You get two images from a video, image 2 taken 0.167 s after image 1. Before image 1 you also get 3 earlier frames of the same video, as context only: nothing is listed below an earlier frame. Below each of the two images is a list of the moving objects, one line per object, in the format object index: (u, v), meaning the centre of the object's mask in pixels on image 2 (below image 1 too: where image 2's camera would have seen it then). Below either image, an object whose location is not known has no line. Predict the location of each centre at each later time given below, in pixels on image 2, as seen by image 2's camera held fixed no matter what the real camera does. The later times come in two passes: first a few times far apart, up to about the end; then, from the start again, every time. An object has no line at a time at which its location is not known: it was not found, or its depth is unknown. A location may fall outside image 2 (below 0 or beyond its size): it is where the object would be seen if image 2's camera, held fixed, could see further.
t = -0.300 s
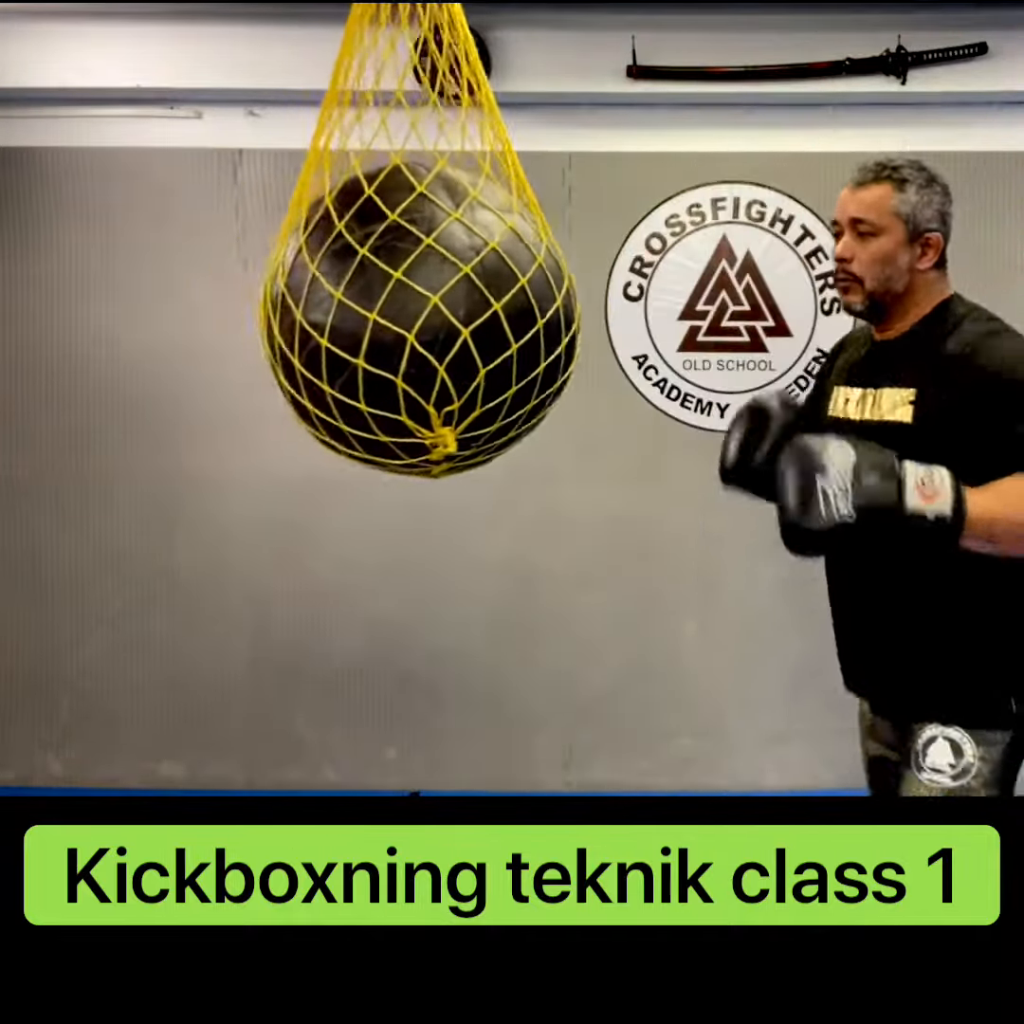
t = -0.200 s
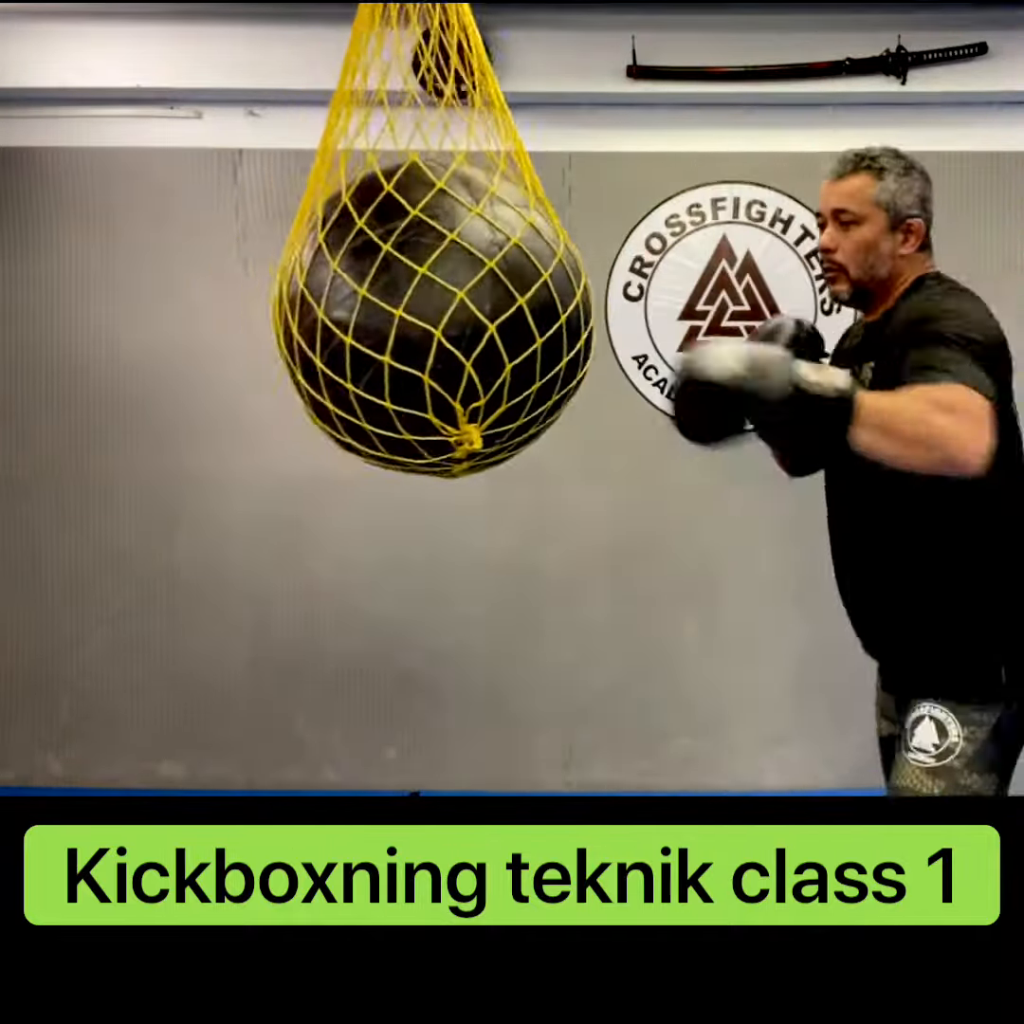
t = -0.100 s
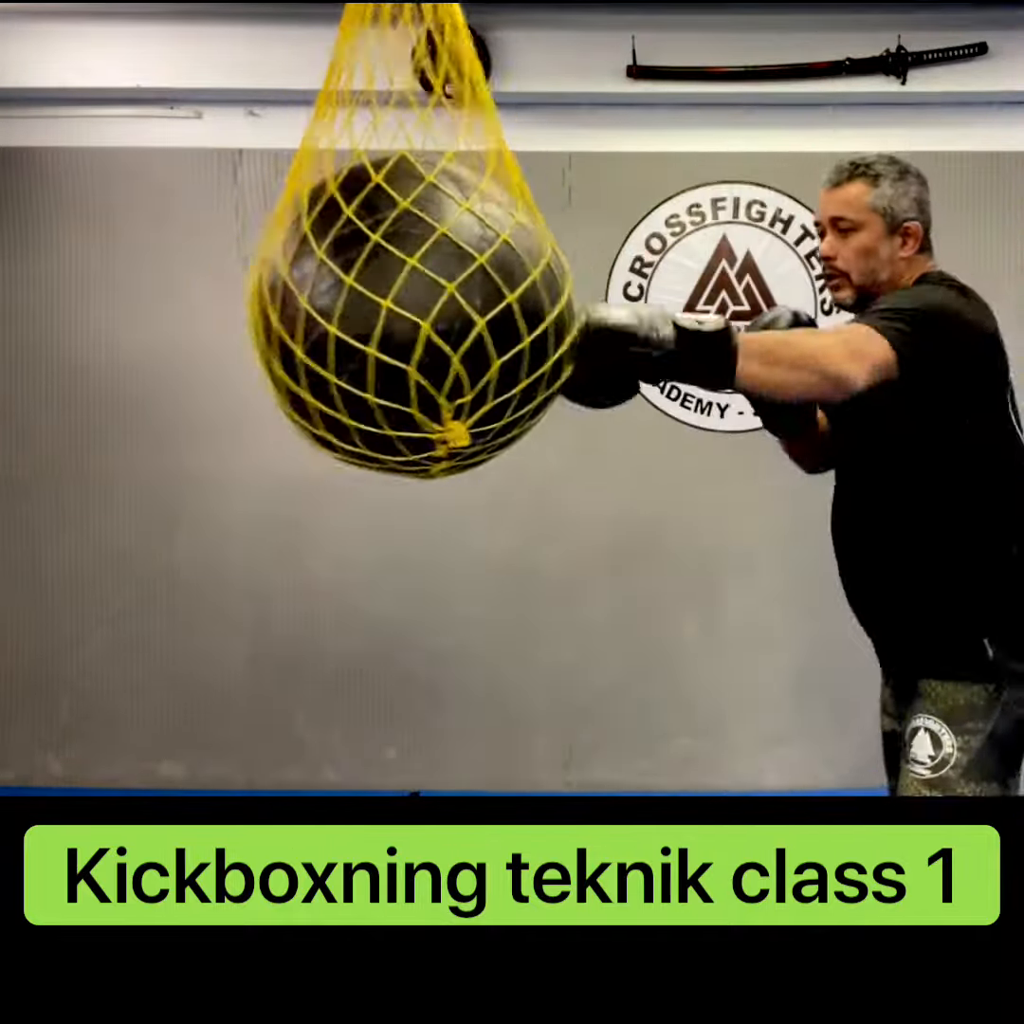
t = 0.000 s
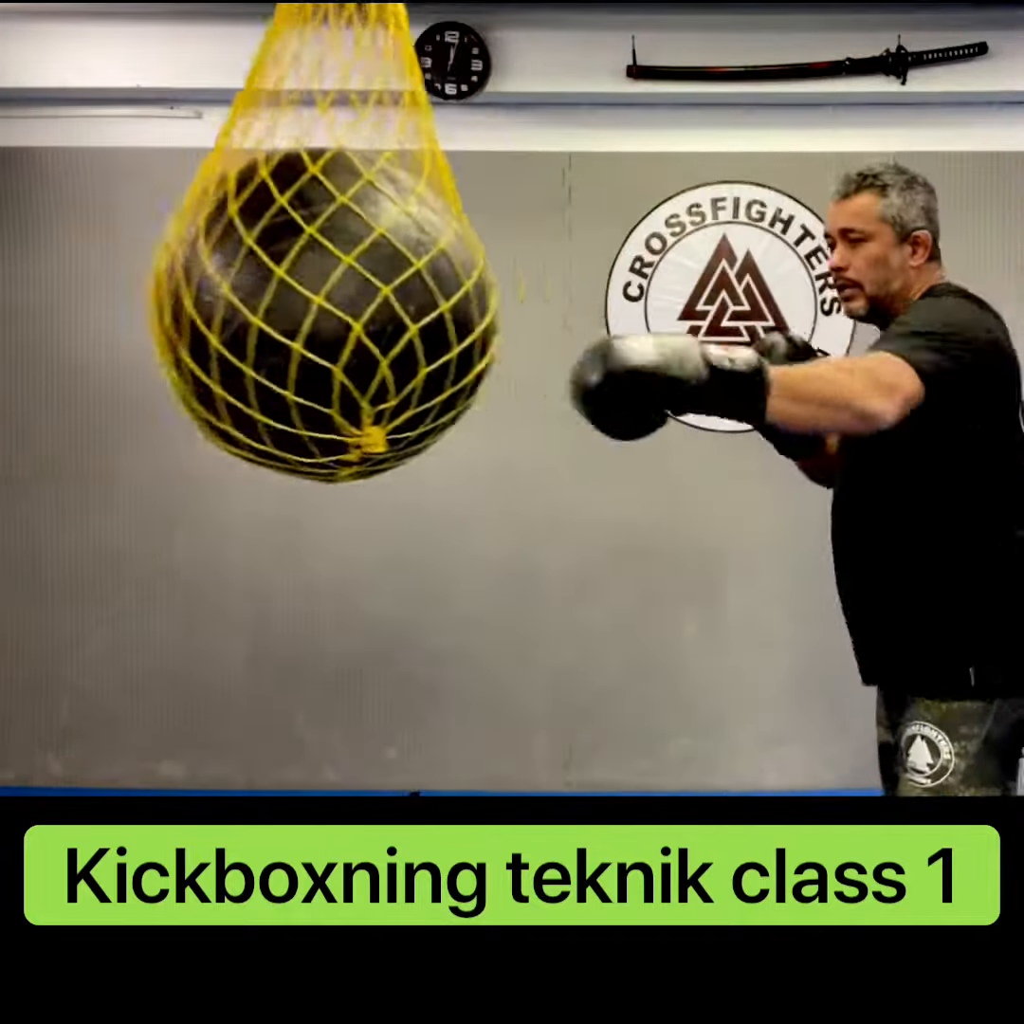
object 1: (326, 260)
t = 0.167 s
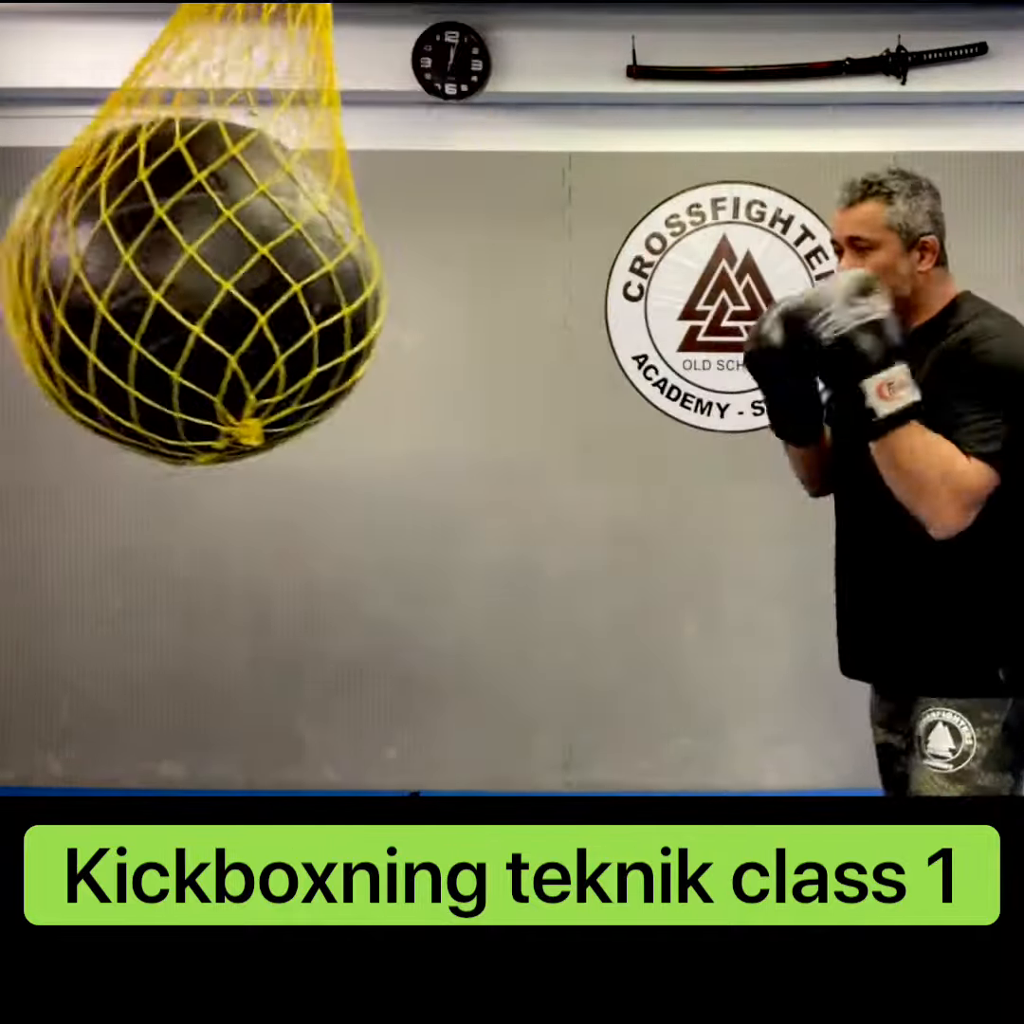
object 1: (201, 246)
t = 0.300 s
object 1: (161, 233)
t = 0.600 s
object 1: (202, 255)
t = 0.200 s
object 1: (186, 241)
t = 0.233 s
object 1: (176, 238)
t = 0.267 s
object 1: (167, 235)
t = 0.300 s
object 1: (161, 233)
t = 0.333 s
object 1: (157, 232)
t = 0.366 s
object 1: (155, 232)
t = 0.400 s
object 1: (155, 233)
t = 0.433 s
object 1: (158, 234)
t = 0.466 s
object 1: (162, 237)
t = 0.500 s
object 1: (167, 241)
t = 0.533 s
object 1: (175, 246)
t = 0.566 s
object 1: (186, 251)
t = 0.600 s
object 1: (202, 255)
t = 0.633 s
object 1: (222, 259)
